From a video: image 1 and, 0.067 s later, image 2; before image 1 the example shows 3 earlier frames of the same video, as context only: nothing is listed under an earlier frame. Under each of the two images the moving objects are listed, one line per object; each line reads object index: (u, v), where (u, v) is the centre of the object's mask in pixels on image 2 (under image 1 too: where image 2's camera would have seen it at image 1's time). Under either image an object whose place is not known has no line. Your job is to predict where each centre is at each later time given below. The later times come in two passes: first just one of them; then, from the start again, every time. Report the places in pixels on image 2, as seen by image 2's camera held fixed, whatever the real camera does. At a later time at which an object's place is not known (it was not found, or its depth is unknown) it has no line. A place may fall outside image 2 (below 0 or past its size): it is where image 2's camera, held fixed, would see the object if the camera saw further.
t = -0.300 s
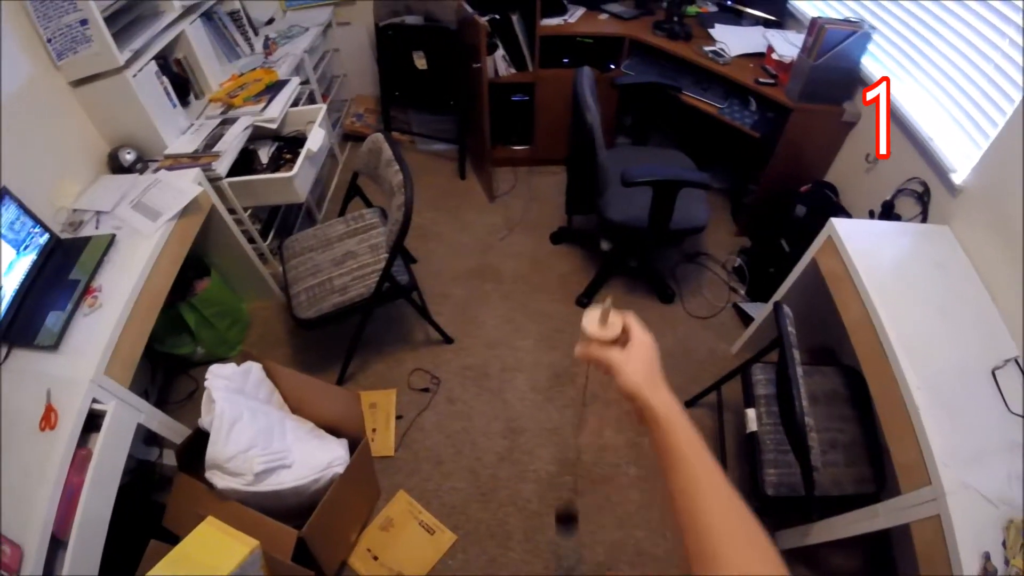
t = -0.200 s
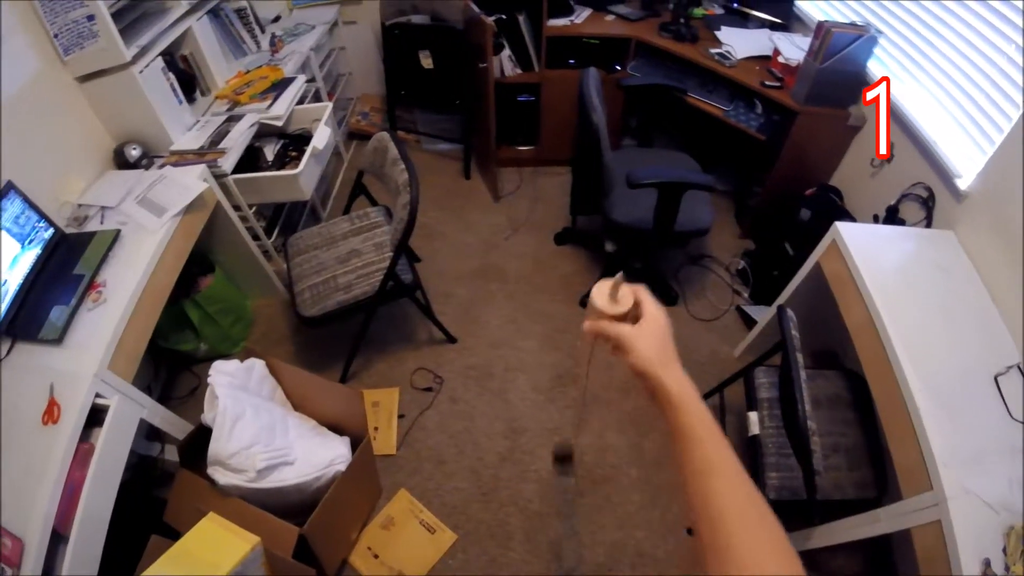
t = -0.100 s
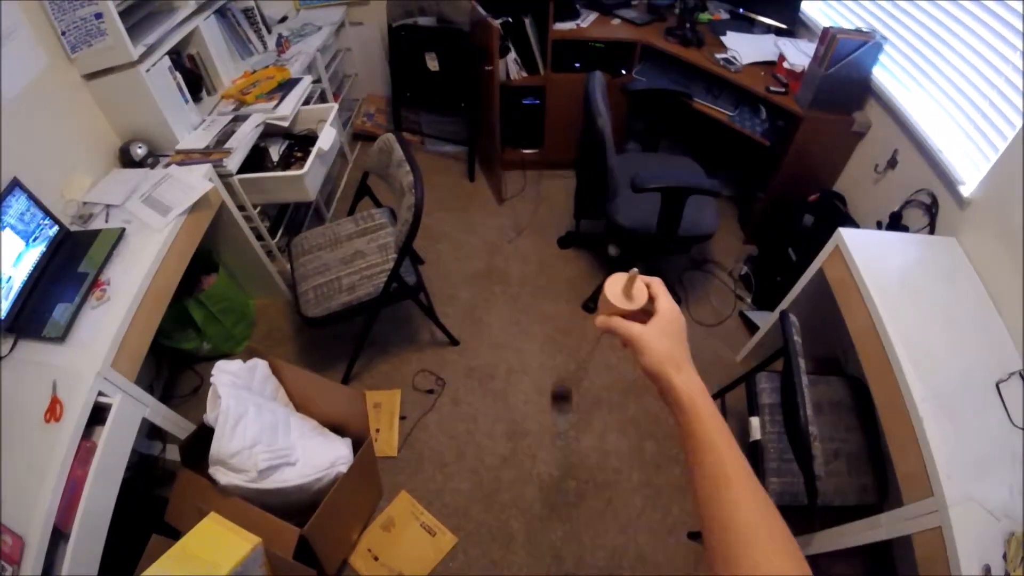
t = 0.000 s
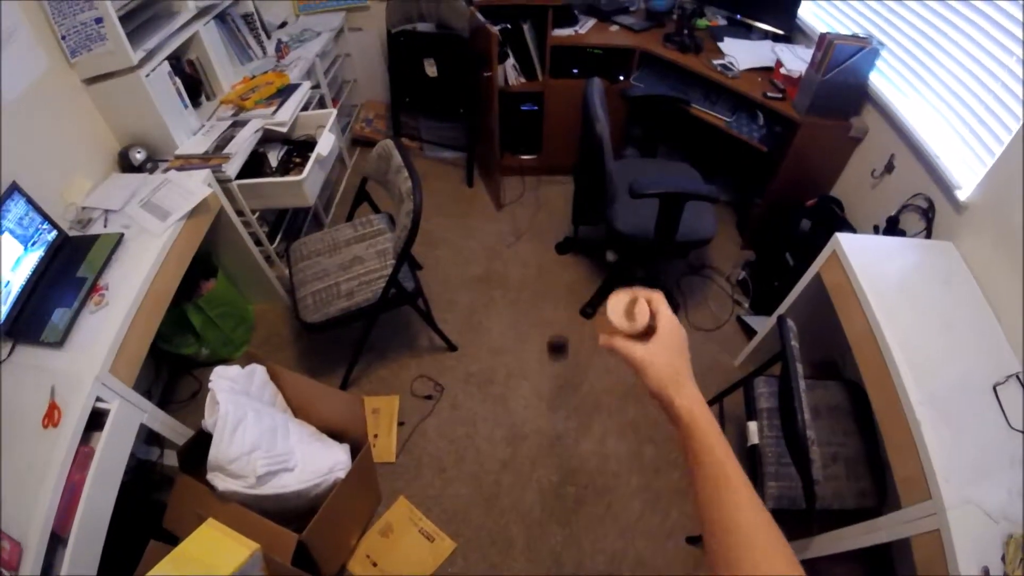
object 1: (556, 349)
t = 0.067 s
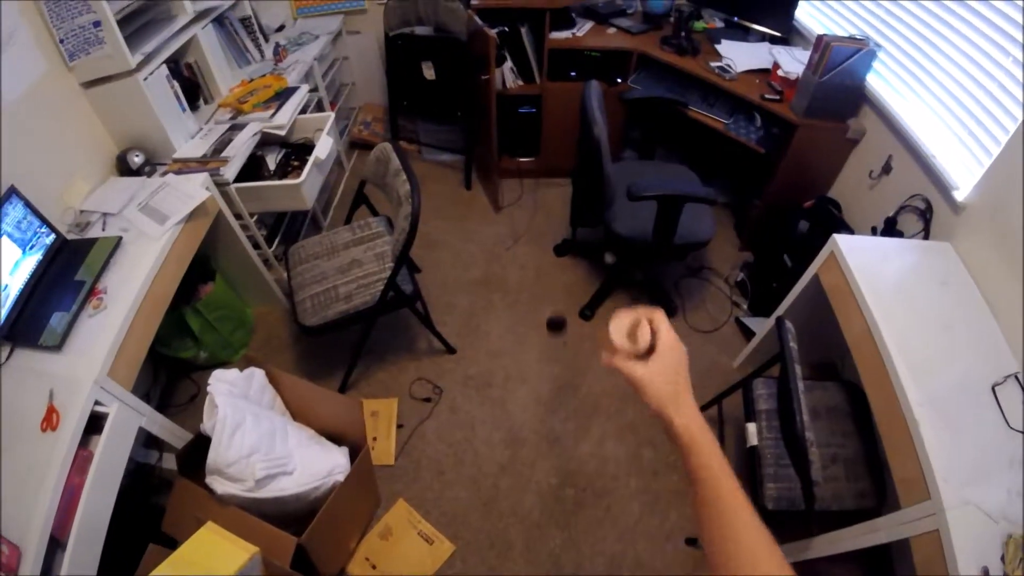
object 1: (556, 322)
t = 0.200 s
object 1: (558, 305)
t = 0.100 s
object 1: (556, 313)
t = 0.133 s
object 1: (556, 307)
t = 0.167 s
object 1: (557, 305)
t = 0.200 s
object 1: (558, 305)
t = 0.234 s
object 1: (559, 309)
